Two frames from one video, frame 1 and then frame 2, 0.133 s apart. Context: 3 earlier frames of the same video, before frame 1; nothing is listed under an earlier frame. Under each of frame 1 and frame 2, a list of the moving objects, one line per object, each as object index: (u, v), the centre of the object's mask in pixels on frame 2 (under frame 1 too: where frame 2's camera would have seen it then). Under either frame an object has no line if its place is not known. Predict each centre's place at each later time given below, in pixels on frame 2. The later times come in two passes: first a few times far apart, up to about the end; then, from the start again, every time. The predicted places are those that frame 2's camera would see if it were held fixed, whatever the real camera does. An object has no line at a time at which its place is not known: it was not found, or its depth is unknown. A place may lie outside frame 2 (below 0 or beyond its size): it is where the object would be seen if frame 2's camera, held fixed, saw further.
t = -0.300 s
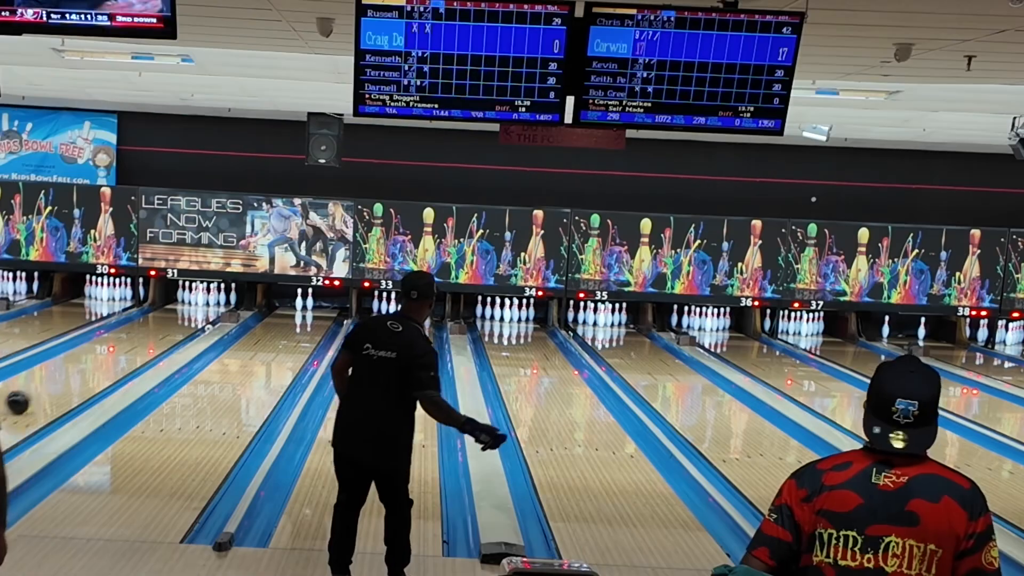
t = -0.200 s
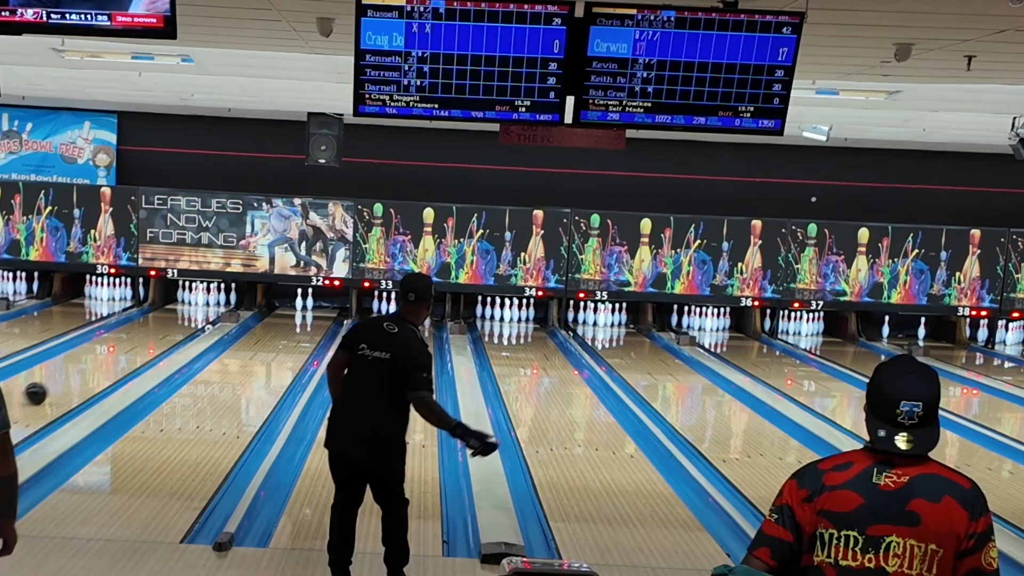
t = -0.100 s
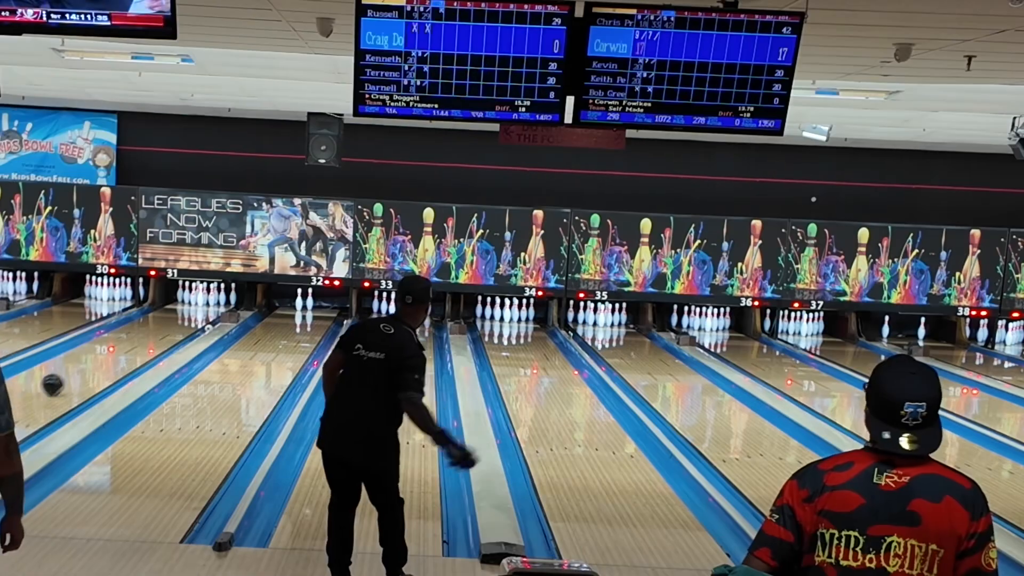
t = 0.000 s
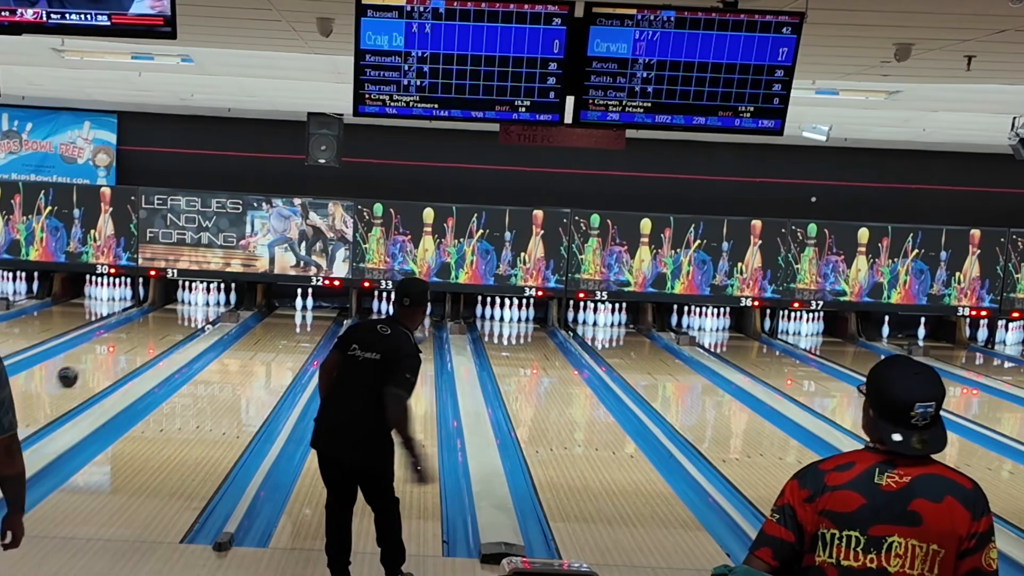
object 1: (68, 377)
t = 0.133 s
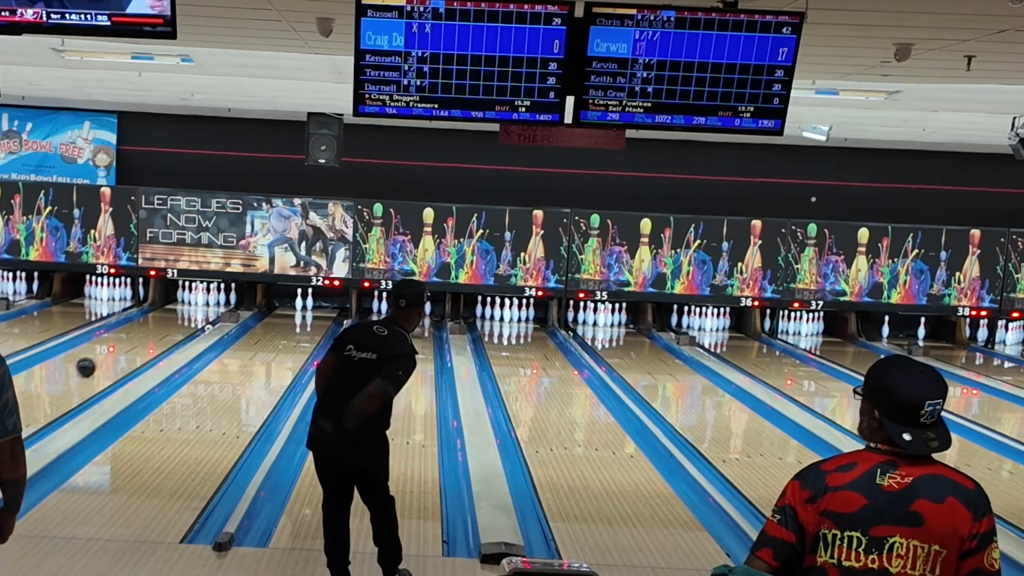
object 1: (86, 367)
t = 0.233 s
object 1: (98, 360)
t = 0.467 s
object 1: (124, 347)
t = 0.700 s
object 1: (145, 335)
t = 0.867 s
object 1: (158, 328)
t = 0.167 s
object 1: (90, 365)
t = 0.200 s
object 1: (94, 363)
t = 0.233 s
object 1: (98, 360)
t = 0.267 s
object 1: (102, 358)
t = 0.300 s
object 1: (106, 356)
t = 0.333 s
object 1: (110, 354)
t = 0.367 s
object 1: (113, 352)
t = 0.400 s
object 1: (117, 350)
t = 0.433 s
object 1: (120, 348)
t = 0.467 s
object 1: (124, 347)
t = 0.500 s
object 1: (127, 345)
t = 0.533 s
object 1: (130, 343)
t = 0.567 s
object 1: (133, 341)
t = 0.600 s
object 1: (136, 340)
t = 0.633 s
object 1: (139, 339)
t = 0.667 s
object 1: (142, 337)
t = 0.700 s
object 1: (145, 335)
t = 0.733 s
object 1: (148, 334)
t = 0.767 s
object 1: (150, 332)
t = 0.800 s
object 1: (153, 331)
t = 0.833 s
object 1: (156, 330)
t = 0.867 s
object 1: (158, 328)
